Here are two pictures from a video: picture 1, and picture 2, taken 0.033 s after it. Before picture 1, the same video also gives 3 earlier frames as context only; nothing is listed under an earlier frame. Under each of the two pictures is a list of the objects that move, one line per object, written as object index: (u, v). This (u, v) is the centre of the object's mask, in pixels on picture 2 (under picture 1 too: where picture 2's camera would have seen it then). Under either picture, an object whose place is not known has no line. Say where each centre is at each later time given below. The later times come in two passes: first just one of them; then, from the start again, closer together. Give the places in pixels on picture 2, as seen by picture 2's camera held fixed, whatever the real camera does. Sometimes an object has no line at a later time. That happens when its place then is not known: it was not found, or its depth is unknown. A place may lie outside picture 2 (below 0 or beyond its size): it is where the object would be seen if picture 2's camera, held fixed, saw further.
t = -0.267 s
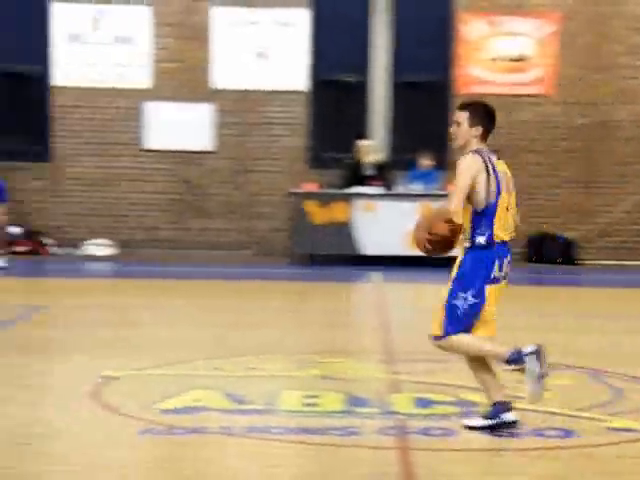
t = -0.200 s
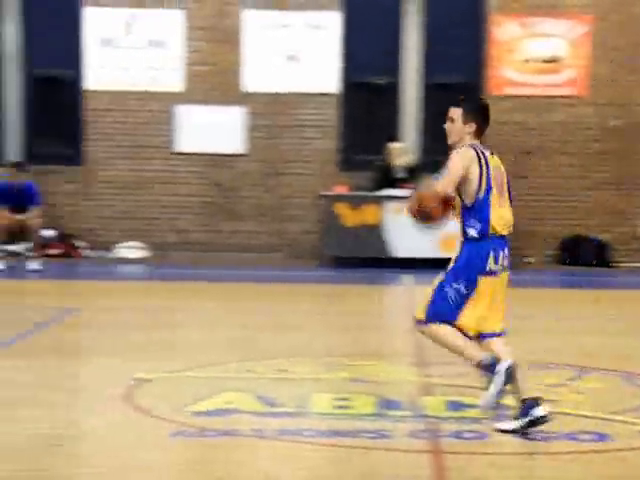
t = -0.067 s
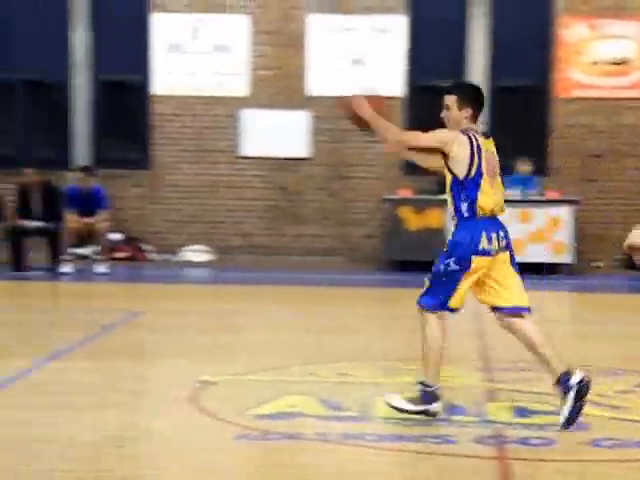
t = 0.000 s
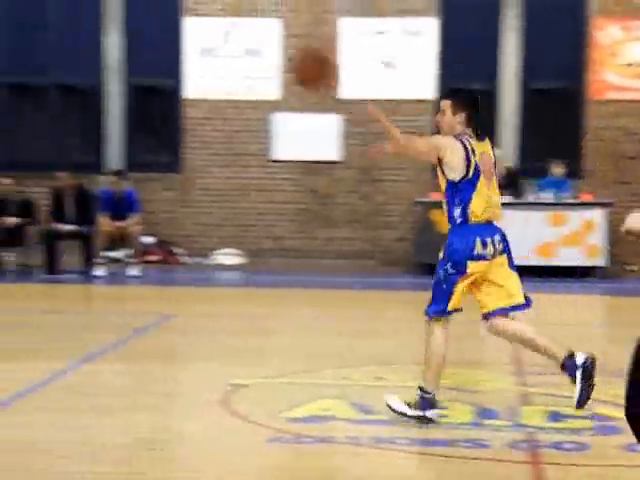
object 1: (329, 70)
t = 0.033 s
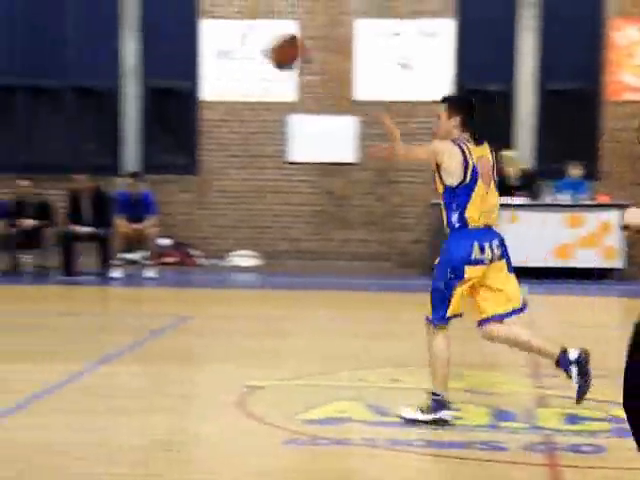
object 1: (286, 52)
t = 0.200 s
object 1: (112, -4)
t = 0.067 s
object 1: (248, 36)
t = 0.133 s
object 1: (175, 9)
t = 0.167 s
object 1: (143, 2)
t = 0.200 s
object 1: (112, -4)
